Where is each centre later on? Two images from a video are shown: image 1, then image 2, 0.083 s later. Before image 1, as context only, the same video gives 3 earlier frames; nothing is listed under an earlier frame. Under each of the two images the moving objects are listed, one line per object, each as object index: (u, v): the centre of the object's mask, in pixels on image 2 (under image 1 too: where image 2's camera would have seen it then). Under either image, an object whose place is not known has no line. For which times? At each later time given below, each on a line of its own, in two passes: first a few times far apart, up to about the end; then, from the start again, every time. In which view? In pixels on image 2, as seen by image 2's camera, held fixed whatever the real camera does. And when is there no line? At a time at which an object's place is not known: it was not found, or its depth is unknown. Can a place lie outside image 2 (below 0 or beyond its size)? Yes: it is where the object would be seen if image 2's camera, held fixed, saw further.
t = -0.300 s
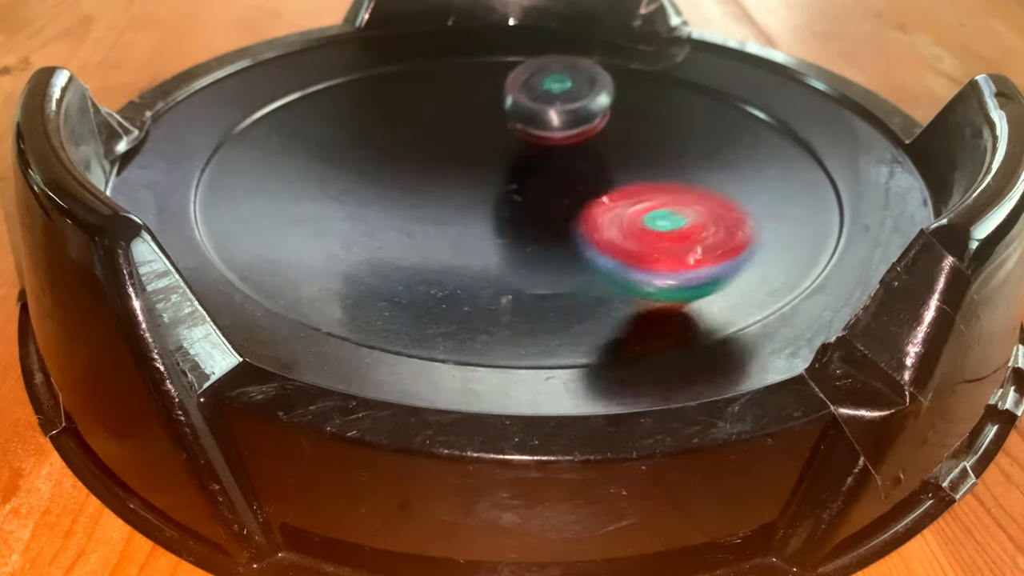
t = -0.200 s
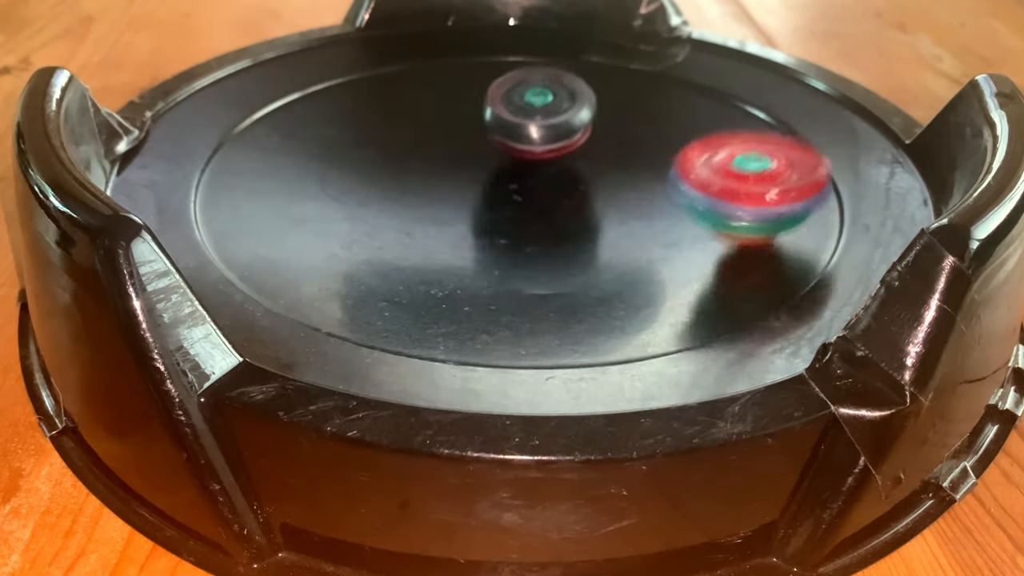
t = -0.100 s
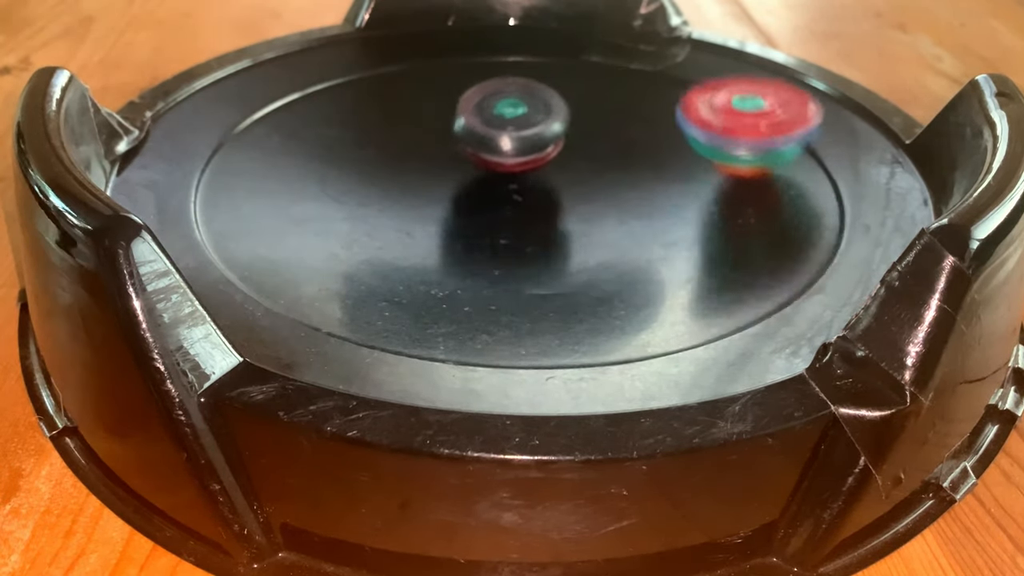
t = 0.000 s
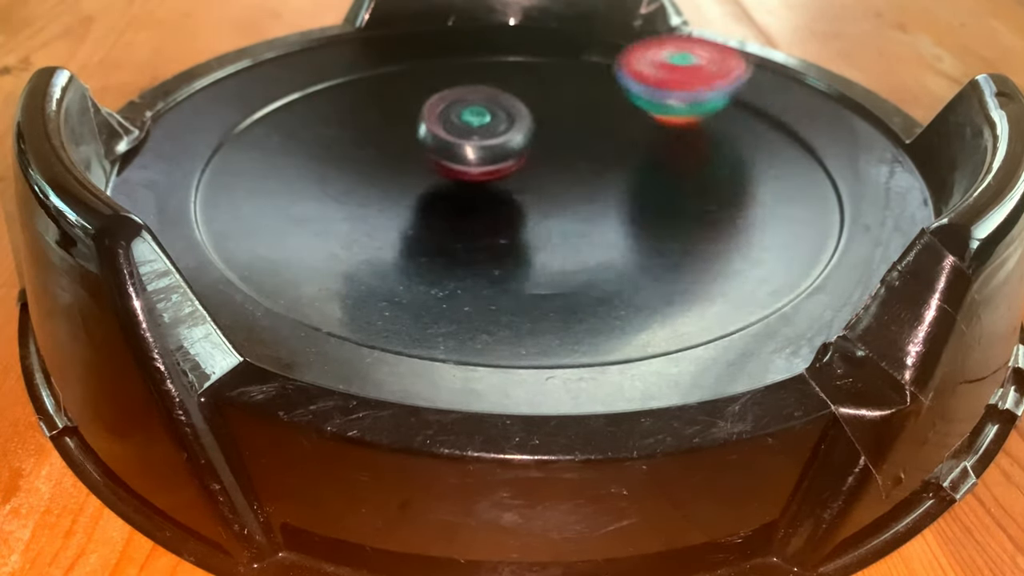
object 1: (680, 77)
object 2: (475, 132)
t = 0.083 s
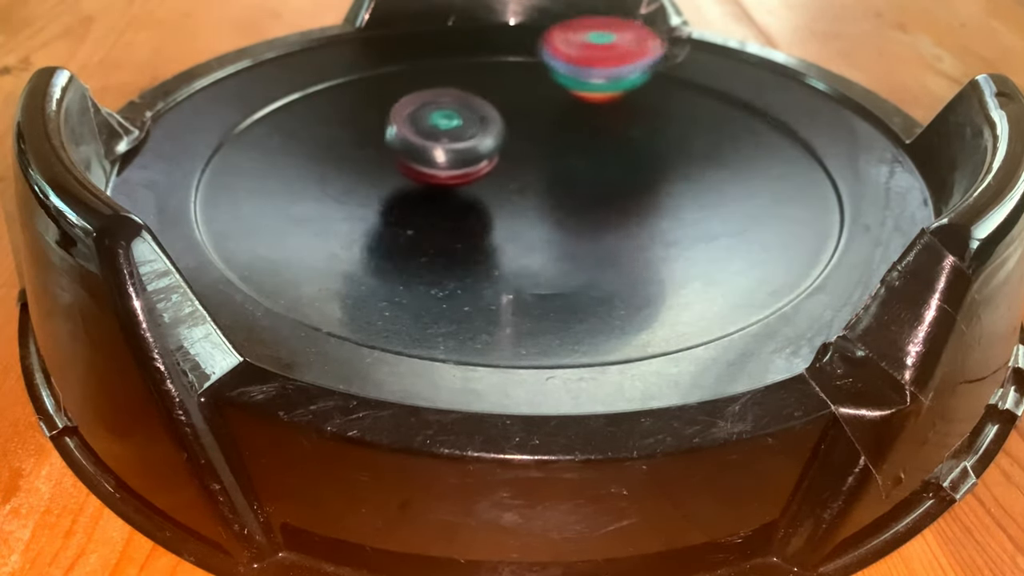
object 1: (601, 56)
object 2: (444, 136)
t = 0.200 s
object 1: (479, 50)
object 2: (410, 137)
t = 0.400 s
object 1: (307, 81)
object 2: (390, 156)
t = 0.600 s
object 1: (265, 167)
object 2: (410, 175)
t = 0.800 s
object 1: (454, 247)
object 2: (462, 173)
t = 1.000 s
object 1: (664, 203)
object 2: (481, 207)
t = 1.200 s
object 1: (643, 111)
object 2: (499, 201)
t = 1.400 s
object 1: (496, 74)
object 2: (540, 183)
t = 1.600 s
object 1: (365, 114)
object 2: (577, 177)
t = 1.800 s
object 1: (399, 201)
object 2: (596, 178)
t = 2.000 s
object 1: (583, 217)
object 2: (567, 142)
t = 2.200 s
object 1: (681, 163)
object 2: (555, 144)
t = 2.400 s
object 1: (646, 121)
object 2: (511, 131)
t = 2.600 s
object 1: (572, 128)
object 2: (450, 107)
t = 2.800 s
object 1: (531, 176)
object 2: (458, 96)
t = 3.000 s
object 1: (547, 206)
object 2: (451, 128)
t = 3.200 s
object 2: (436, 157)
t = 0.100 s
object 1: (583, 53)
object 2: (439, 136)
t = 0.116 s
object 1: (566, 51)
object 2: (433, 136)
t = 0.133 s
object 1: (548, 50)
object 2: (428, 137)
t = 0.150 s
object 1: (531, 49)
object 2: (423, 137)
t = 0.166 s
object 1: (514, 49)
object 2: (418, 137)
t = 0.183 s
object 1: (497, 49)
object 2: (414, 137)
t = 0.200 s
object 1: (479, 50)
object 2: (410, 137)
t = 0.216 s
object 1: (461, 51)
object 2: (406, 137)
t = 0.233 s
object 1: (444, 53)
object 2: (402, 137)
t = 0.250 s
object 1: (428, 54)
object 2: (399, 137)
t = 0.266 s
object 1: (412, 56)
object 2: (396, 137)
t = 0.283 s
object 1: (397, 58)
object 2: (393, 137)
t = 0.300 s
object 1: (381, 61)
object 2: (391, 137)
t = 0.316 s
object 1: (366, 64)
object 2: (389, 138)
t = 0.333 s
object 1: (351, 66)
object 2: (387, 142)
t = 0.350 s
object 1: (339, 68)
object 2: (387, 146)
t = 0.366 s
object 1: (327, 72)
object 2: (387, 150)
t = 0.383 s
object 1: (317, 76)
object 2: (388, 153)
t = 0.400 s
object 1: (307, 81)
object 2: (390, 156)
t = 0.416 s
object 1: (297, 86)
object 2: (393, 159)
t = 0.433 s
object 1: (289, 91)
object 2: (395, 161)
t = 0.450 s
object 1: (281, 97)
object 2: (397, 163)
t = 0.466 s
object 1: (275, 103)
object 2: (399, 165)
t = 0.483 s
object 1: (269, 110)
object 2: (401, 167)
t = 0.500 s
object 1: (266, 116)
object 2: (402, 169)
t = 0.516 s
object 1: (263, 124)
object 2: (403, 170)
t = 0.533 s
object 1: (261, 132)
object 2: (403, 171)
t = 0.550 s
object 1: (261, 141)
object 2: (403, 172)
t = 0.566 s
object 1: (263, 150)
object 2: (403, 173)
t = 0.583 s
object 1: (264, 158)
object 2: (405, 174)
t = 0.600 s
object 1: (265, 167)
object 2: (410, 175)
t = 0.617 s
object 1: (269, 176)
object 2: (415, 176)
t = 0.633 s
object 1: (274, 184)
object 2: (420, 177)
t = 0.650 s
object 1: (282, 193)
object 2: (425, 177)
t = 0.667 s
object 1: (293, 202)
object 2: (430, 178)
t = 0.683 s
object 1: (308, 211)
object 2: (436, 179)
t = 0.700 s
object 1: (324, 219)
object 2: (442, 180)
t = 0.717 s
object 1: (343, 226)
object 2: (449, 180)
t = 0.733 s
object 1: (364, 233)
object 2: (455, 180)
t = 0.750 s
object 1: (387, 238)
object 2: (461, 179)
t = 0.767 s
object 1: (409, 242)
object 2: (464, 177)
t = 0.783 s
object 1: (433, 245)
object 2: (463, 174)
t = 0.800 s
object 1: (454, 247)
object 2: (462, 173)
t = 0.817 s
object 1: (476, 249)
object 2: (458, 175)
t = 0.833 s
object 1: (499, 250)
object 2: (455, 179)
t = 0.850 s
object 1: (521, 250)
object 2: (453, 184)
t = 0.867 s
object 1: (542, 249)
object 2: (454, 189)
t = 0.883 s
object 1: (562, 246)
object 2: (457, 193)
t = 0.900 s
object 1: (581, 242)
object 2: (460, 197)
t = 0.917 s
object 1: (600, 236)
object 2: (464, 199)
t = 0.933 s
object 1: (617, 230)
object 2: (467, 201)
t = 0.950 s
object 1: (632, 224)
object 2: (470, 203)
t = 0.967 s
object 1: (645, 218)
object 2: (474, 204)
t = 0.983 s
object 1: (656, 211)
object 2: (477, 206)
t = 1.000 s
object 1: (664, 203)
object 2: (481, 207)
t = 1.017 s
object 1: (671, 195)
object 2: (484, 207)
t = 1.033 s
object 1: (676, 187)
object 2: (488, 208)
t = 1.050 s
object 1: (679, 178)
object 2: (490, 209)
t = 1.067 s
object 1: (680, 170)
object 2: (492, 209)
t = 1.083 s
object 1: (680, 162)
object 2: (493, 208)
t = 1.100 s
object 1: (678, 154)
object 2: (495, 207)
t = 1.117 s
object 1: (675, 146)
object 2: (496, 206)
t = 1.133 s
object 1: (671, 138)
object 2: (498, 205)
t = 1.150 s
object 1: (666, 131)
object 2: (499, 204)
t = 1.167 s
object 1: (659, 124)
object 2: (500, 203)
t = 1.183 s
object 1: (651, 117)
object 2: (500, 202)
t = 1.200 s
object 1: (643, 111)
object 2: (499, 201)
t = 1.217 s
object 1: (633, 105)
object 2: (498, 200)
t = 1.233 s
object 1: (623, 100)
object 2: (497, 199)
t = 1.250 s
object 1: (612, 95)
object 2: (497, 198)
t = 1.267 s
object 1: (600, 91)
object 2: (498, 197)
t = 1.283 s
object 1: (588, 87)
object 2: (499, 196)
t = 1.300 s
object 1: (575, 84)
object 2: (503, 195)
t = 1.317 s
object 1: (563, 81)
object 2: (507, 194)
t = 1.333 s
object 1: (550, 78)
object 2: (512, 192)
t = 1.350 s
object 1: (537, 77)
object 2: (518, 190)
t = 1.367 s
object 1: (523, 75)
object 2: (524, 188)
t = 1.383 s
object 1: (509, 74)
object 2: (532, 186)
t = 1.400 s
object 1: (496, 74)
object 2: (540, 183)
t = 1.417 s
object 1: (482, 74)
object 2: (546, 181)
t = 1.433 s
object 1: (468, 75)
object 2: (552, 180)
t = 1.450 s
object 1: (456, 77)
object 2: (559, 179)
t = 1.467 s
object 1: (442, 79)
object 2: (562, 178)
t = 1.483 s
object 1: (430, 81)
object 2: (565, 176)
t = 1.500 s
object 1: (419, 83)
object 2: (569, 174)
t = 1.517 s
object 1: (407, 88)
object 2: (570, 176)
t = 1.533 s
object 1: (397, 92)
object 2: (571, 174)
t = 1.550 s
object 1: (388, 96)
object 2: (573, 174)
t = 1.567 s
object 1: (379, 101)
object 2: (574, 175)
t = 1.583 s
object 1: (371, 107)
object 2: (575, 176)
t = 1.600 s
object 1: (365, 114)
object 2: (577, 177)
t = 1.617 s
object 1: (359, 120)
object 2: (579, 177)
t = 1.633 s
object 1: (356, 125)
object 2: (582, 175)
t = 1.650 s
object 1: (352, 134)
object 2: (585, 177)
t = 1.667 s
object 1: (351, 141)
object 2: (589, 177)
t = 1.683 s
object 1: (351, 149)
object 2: (593, 177)
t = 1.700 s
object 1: (354, 157)
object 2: (597, 178)
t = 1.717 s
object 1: (358, 163)
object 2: (599, 177)
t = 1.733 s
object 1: (363, 171)
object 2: (599, 177)
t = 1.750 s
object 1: (370, 178)
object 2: (600, 177)
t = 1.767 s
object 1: (379, 186)
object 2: (600, 177)
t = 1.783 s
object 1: (388, 192)
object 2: (598, 176)
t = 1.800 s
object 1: (399, 201)
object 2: (596, 178)
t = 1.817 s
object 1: (412, 206)
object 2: (592, 177)
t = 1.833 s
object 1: (426, 210)
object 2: (590, 177)
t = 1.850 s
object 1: (441, 214)
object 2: (585, 176)
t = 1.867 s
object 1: (458, 217)
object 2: (584, 174)
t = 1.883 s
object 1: (475, 219)
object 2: (583, 171)
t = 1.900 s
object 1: (494, 222)
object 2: (582, 168)
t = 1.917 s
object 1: (512, 222)
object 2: (580, 163)
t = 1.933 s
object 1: (528, 222)
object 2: (577, 156)
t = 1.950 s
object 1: (543, 221)
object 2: (575, 151)
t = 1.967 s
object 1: (557, 220)
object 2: (571, 147)
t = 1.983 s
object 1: (569, 220)
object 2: (569, 145)
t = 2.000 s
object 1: (583, 217)
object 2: (567, 142)
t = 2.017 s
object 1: (596, 215)
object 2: (565, 142)
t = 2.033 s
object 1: (609, 212)
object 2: (564, 143)
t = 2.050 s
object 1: (621, 208)
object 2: (562, 144)
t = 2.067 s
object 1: (633, 205)
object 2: (561, 146)
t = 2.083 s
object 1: (641, 199)
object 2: (559, 147)
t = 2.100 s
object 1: (649, 194)
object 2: (558, 148)
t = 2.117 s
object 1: (655, 189)
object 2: (558, 148)
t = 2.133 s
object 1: (661, 182)
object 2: (557, 149)
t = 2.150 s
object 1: (666, 177)
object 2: (557, 148)
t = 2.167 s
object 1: (673, 173)
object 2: (557, 147)
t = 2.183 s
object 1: (678, 168)
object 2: (556, 145)
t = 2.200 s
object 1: (681, 163)
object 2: (555, 144)
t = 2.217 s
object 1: (683, 157)
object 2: (553, 142)
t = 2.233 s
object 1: (682, 154)
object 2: (551, 142)
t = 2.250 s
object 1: (679, 150)
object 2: (548, 142)
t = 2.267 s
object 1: (676, 146)
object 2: (546, 142)
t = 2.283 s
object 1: (672, 140)
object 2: (544, 140)
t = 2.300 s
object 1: (670, 137)
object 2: (540, 139)
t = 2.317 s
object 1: (668, 132)
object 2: (535, 137)
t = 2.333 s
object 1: (665, 130)
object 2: (532, 137)
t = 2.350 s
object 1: (660, 127)
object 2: (528, 136)
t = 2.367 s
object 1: (655, 124)
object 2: (523, 134)
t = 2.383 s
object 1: (651, 121)
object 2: (517, 132)
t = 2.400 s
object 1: (646, 121)
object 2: (511, 131)
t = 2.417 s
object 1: (639, 118)
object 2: (507, 129)
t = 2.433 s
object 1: (631, 116)
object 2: (501, 127)
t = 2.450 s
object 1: (624, 115)
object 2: (495, 125)
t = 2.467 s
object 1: (618, 115)
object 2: (488, 123)
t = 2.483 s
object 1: (611, 115)
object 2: (482, 122)
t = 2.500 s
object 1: (605, 115)
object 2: (476, 121)
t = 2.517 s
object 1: (598, 116)
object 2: (469, 119)
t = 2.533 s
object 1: (593, 117)
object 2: (464, 117)
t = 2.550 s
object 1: (587, 118)
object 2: (460, 114)
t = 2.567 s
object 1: (581, 122)
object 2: (457, 113)
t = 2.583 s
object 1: (577, 126)
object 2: (453, 111)
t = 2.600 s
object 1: (572, 128)
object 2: (450, 107)
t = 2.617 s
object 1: (566, 131)
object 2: (447, 105)
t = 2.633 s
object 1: (561, 136)
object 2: (445, 104)
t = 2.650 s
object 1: (557, 140)
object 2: (445, 103)
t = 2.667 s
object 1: (552, 144)
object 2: (444, 101)
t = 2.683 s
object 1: (547, 147)
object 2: (444, 99)
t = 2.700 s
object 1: (544, 151)
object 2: (445, 97)
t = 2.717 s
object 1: (541, 157)
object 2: (447, 97)
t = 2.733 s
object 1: (537, 160)
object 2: (448, 96)
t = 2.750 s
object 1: (535, 164)
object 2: (451, 95)
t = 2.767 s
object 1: (533, 167)
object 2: (453, 94)
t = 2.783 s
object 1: (532, 170)
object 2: (456, 94)
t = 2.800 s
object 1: (531, 176)
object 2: (458, 96)
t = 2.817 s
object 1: (530, 178)
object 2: (460, 96)
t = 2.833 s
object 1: (530, 180)
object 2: (462, 97)
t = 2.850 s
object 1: (529, 184)
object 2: (462, 98)
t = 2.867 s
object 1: (529, 188)
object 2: (462, 101)
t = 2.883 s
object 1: (530, 191)
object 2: (462, 103)
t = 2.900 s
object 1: (531, 192)
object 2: (461, 104)
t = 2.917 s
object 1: (532, 197)
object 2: (459, 109)
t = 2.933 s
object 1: (535, 199)
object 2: (458, 113)
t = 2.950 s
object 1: (538, 201)
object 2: (457, 116)
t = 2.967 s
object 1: (540, 203)
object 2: (455, 121)
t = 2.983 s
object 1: (544, 204)
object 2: (453, 124)
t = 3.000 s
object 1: (547, 206)
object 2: (451, 128)
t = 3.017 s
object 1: (551, 208)
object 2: (449, 132)
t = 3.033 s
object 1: (555, 209)
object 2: (446, 135)
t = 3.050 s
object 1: (559, 211)
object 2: (445, 139)
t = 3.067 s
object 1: (564, 211)
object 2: (443, 143)
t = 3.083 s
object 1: (569, 212)
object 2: (442, 146)
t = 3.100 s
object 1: (574, 212)
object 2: (441, 148)
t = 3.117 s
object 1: (579, 212)
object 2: (440, 150)
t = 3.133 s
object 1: (582, 211)
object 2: (439, 152)
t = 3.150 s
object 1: (587, 211)
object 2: (438, 154)
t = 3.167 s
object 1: (590, 209)
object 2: (438, 155)
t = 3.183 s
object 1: (594, 207)
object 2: (437, 156)
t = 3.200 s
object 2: (436, 157)
